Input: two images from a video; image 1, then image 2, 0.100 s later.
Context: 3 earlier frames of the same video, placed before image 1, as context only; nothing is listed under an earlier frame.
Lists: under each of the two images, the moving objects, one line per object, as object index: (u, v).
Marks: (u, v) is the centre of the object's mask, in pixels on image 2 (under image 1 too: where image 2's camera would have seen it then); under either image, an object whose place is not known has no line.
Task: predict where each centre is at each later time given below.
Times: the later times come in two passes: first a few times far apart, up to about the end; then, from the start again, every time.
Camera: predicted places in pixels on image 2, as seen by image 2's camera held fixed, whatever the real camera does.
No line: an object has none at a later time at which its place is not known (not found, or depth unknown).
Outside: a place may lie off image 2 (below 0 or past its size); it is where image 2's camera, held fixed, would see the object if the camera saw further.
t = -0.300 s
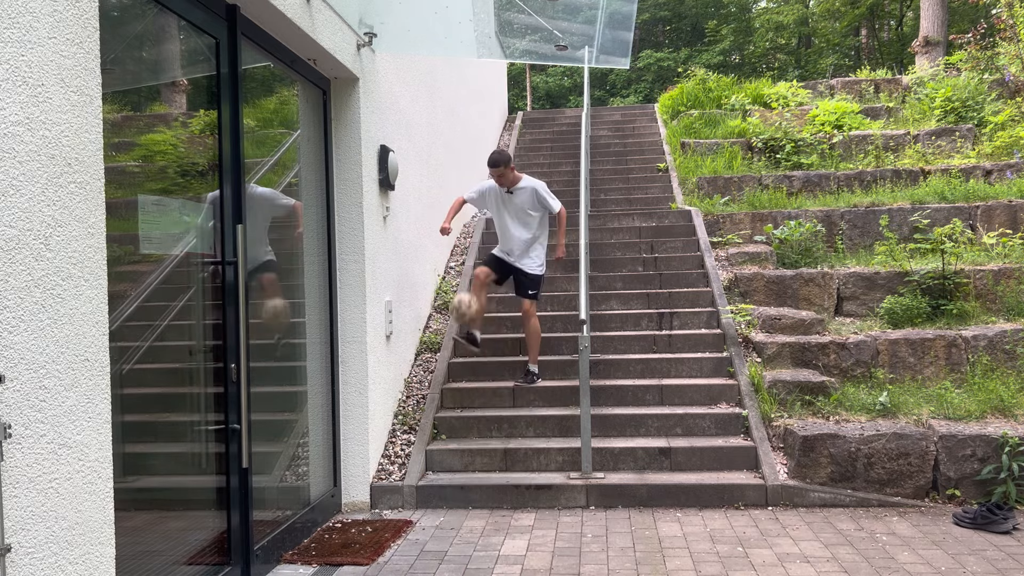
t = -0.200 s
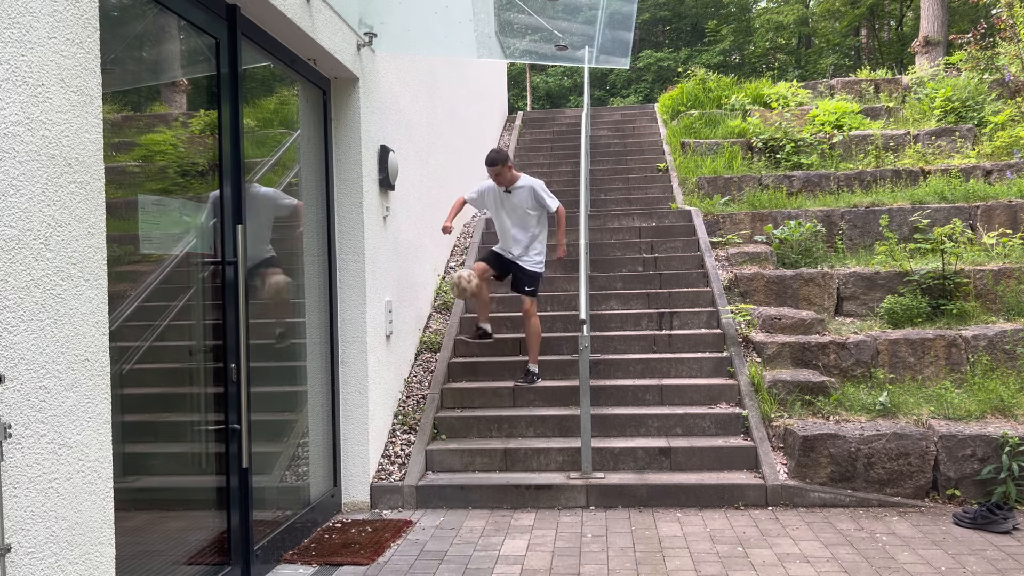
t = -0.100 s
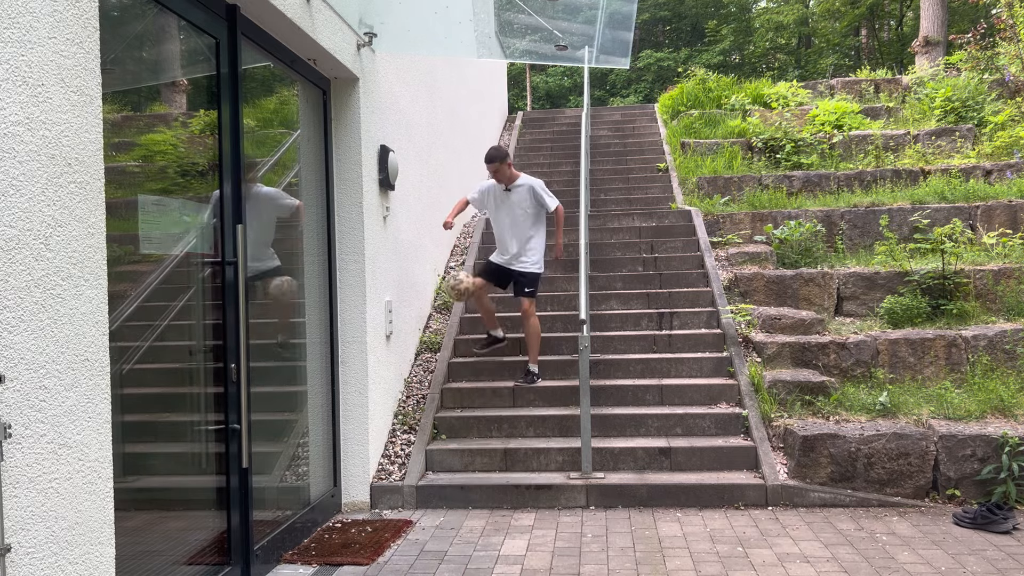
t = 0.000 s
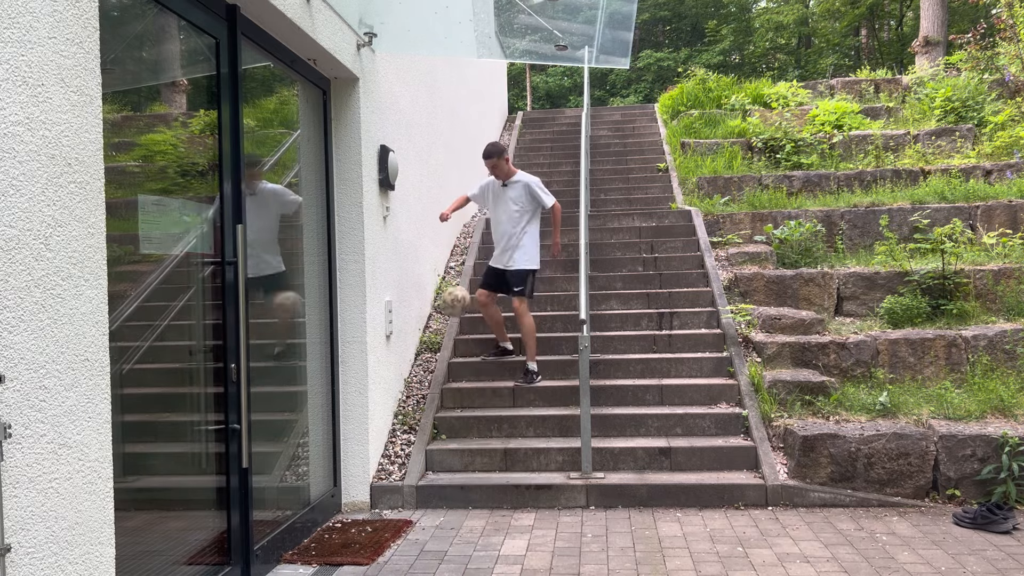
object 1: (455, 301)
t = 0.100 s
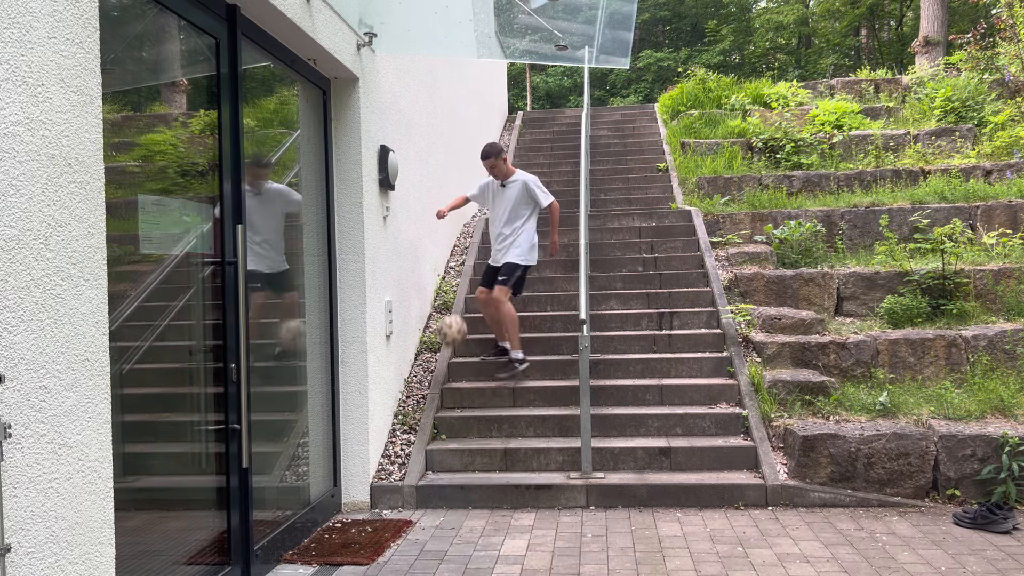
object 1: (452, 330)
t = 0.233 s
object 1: (447, 382)
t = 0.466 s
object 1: (429, 434)
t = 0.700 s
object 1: (405, 484)
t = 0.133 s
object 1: (450, 343)
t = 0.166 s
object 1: (450, 358)
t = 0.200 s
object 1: (448, 376)
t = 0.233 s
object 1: (447, 382)
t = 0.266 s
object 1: (444, 384)
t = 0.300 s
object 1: (441, 392)
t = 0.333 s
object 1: (440, 395)
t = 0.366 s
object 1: (437, 403)
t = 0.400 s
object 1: (434, 414)
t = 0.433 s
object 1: (431, 426)
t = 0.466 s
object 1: (429, 434)
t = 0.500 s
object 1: (426, 435)
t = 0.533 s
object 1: (422, 438)
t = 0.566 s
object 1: (418, 443)
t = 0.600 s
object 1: (415, 451)
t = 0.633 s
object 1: (412, 459)
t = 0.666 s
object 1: (408, 473)
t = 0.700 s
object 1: (405, 484)
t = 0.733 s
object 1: (401, 503)
